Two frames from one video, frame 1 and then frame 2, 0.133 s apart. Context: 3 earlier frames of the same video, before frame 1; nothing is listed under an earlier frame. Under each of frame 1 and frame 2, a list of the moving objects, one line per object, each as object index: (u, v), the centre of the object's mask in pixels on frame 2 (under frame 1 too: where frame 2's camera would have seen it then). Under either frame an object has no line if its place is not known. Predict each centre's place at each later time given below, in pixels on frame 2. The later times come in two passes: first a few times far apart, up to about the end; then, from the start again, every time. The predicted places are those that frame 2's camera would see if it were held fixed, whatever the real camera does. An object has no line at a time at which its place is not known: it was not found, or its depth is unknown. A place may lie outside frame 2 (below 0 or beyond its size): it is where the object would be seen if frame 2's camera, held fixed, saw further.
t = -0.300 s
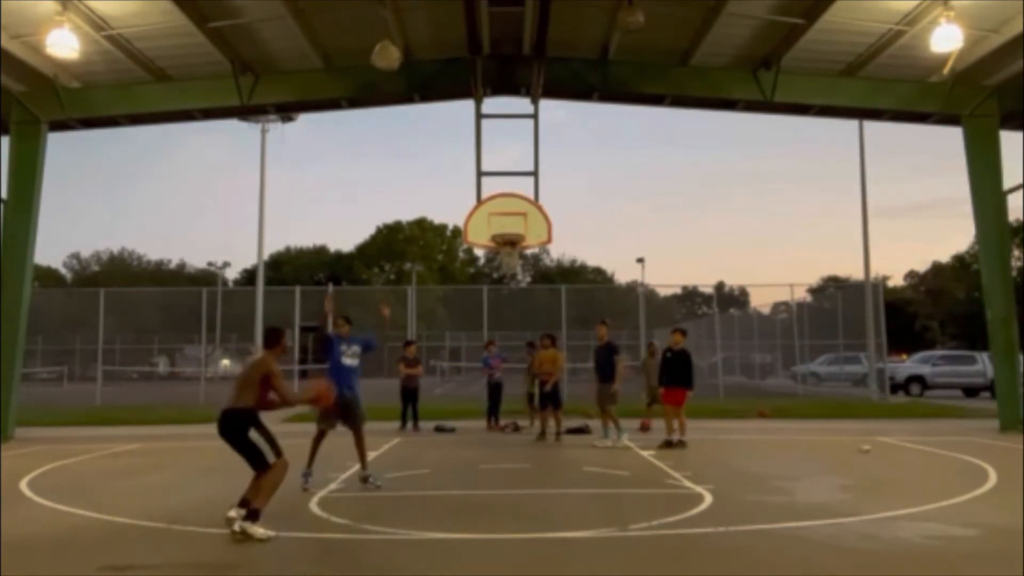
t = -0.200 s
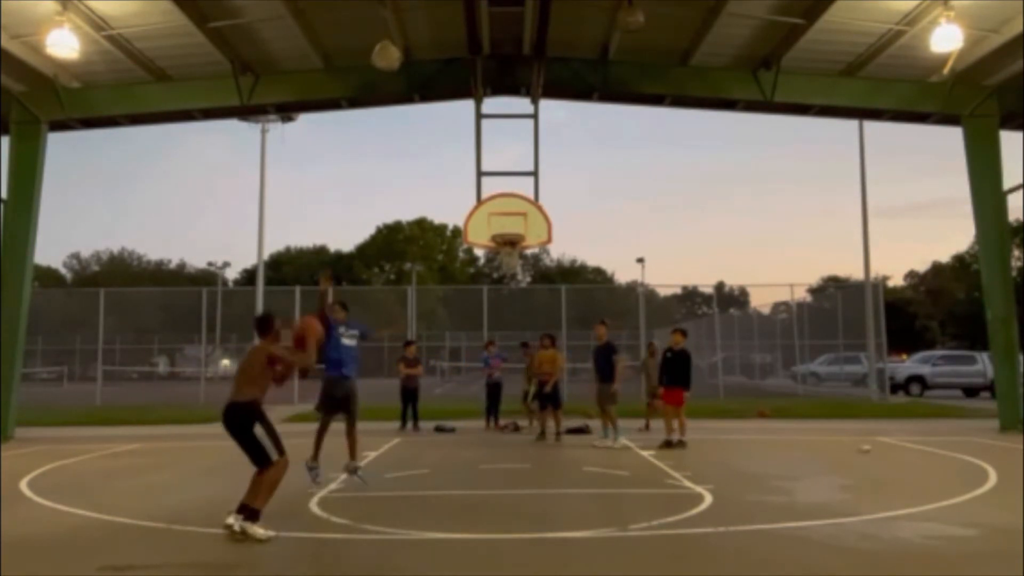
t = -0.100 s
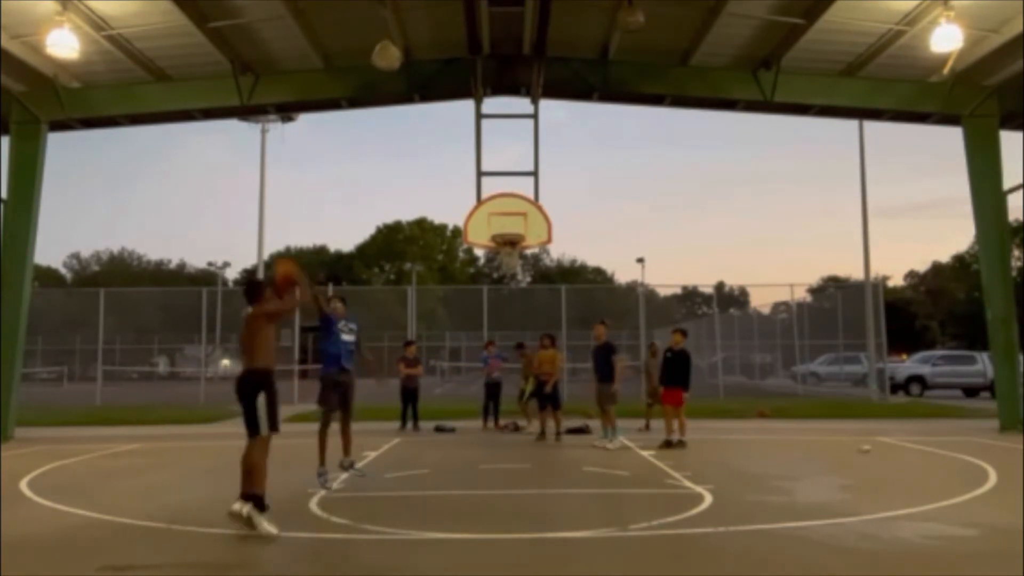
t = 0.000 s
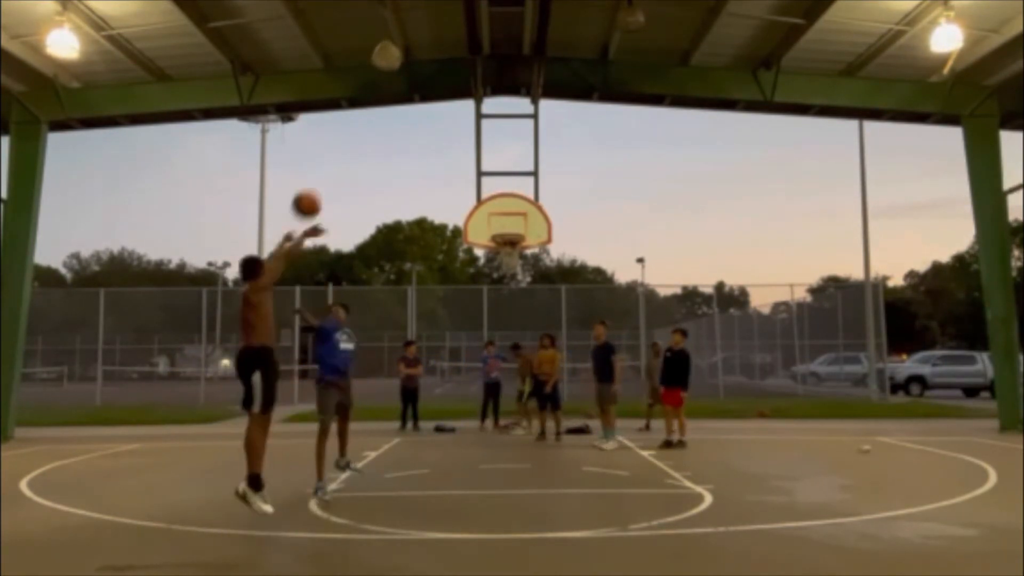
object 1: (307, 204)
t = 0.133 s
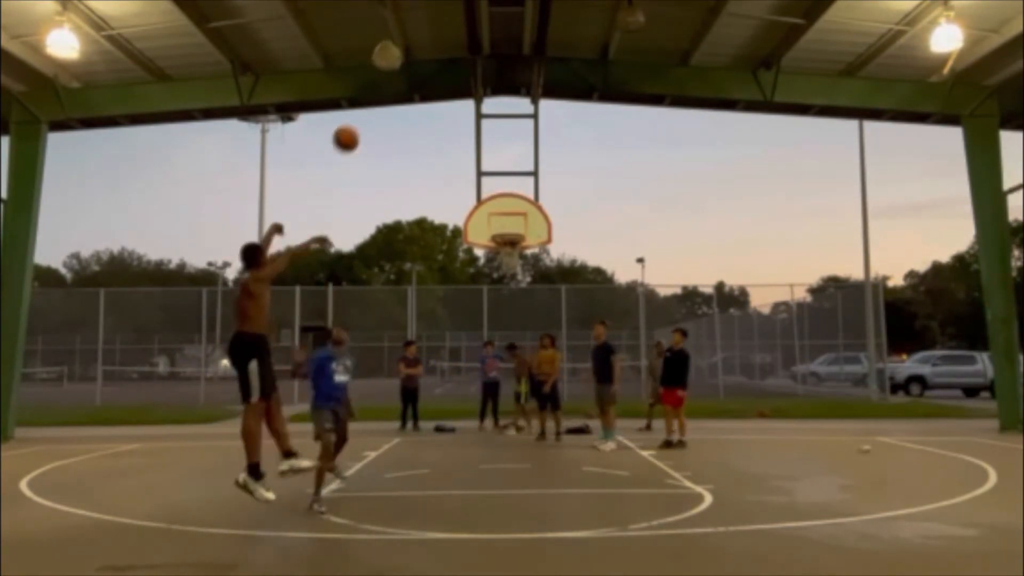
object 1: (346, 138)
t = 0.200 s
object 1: (363, 116)
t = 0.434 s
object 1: (411, 82)
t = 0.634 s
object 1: (444, 93)
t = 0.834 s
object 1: (471, 131)
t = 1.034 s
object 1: (494, 188)
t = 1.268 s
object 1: (513, 220)
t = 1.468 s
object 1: (519, 190)
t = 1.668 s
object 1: (526, 186)
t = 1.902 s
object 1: (534, 220)
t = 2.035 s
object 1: (540, 260)
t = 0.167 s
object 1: (355, 127)
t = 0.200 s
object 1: (363, 116)
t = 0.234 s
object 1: (371, 107)
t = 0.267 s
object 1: (378, 100)
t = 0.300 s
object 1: (385, 94)
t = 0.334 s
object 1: (392, 89)
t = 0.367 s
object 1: (399, 86)
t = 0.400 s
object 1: (405, 83)
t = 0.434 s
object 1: (411, 82)
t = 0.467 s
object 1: (417, 82)
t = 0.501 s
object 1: (423, 83)
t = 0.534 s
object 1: (429, 85)
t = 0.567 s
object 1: (434, 87)
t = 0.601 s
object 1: (439, 89)
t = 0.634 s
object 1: (444, 93)
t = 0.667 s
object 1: (450, 98)
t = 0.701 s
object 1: (454, 103)
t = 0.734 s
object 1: (459, 109)
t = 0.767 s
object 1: (463, 116)
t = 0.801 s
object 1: (468, 123)
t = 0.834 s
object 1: (471, 131)
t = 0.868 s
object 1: (476, 140)
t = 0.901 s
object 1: (480, 148)
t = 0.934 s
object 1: (484, 158)
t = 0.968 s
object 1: (487, 167)
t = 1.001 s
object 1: (490, 177)
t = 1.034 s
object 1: (494, 188)
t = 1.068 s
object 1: (497, 199)
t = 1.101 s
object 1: (501, 211)
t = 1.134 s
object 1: (504, 224)
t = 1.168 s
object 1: (506, 230)
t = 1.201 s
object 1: (510, 229)
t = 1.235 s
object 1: (512, 227)
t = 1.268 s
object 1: (513, 220)
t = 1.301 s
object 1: (514, 213)
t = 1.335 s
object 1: (515, 208)
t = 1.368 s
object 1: (516, 203)
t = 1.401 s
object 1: (517, 197)
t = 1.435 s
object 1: (519, 193)
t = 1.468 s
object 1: (519, 190)
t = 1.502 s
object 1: (520, 188)
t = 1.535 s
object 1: (521, 186)
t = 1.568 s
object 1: (523, 185)
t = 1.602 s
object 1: (524, 185)
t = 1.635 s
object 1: (525, 185)
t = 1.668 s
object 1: (526, 186)
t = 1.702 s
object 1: (527, 189)
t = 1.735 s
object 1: (528, 192)
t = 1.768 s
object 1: (529, 196)
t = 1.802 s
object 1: (530, 201)
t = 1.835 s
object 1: (532, 206)
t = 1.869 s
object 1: (533, 212)
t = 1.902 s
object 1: (534, 220)
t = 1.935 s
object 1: (535, 229)
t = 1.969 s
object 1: (537, 238)
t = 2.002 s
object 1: (538, 250)
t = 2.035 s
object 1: (540, 260)
